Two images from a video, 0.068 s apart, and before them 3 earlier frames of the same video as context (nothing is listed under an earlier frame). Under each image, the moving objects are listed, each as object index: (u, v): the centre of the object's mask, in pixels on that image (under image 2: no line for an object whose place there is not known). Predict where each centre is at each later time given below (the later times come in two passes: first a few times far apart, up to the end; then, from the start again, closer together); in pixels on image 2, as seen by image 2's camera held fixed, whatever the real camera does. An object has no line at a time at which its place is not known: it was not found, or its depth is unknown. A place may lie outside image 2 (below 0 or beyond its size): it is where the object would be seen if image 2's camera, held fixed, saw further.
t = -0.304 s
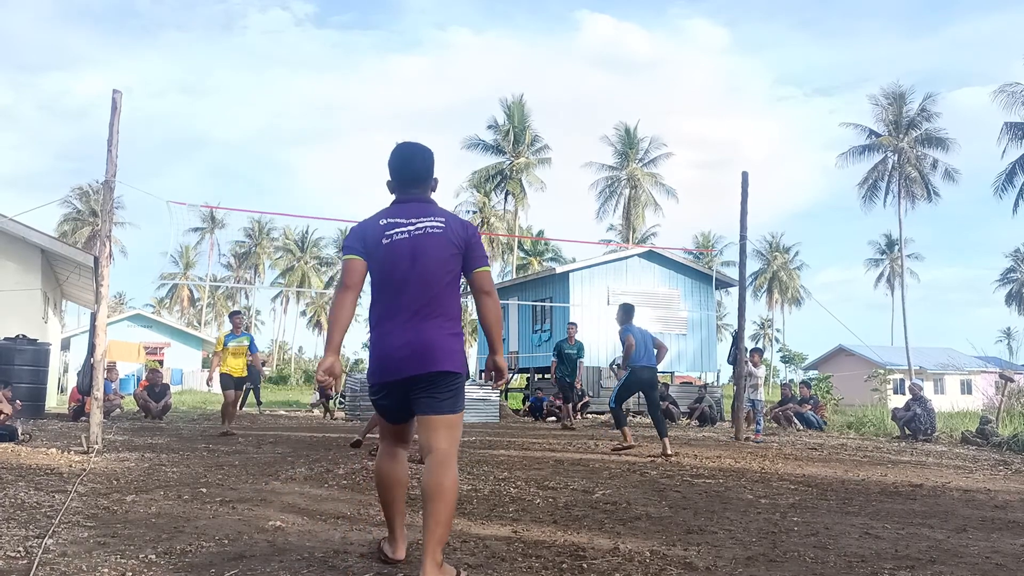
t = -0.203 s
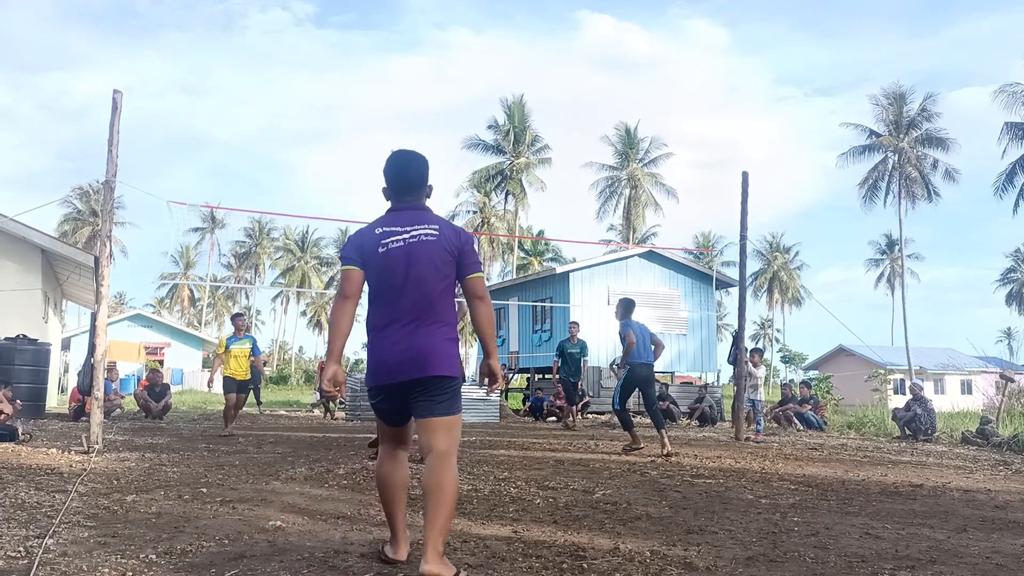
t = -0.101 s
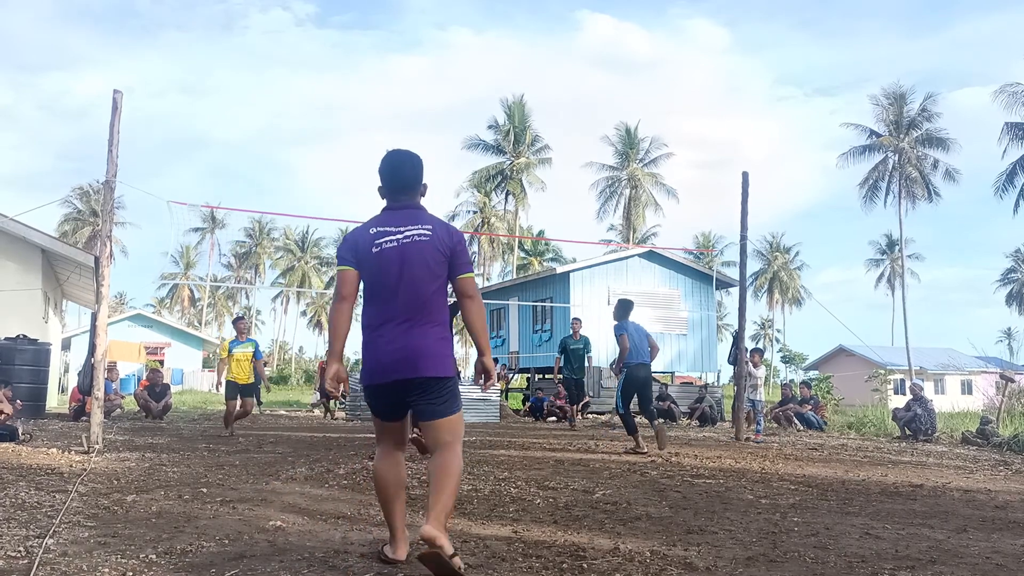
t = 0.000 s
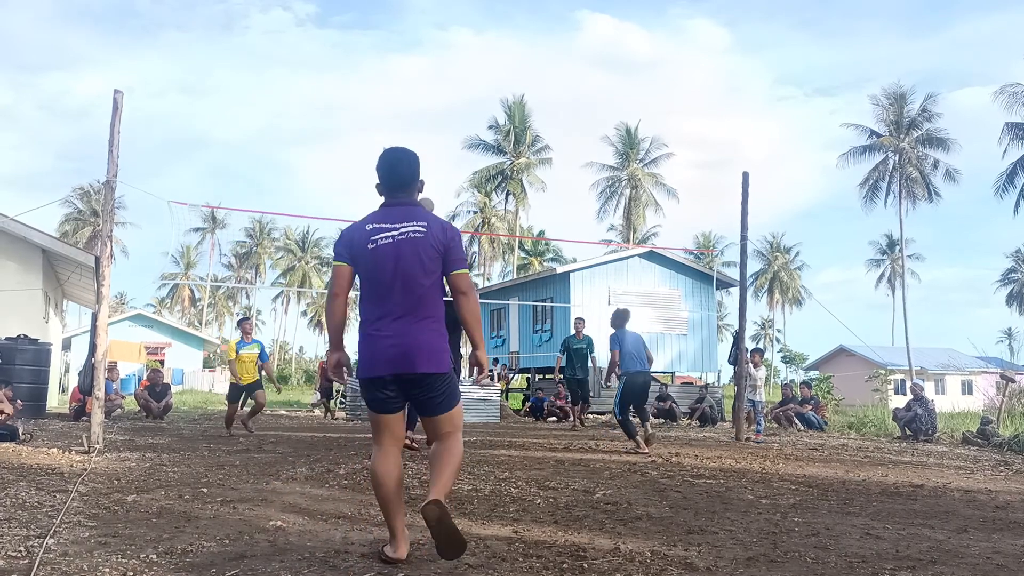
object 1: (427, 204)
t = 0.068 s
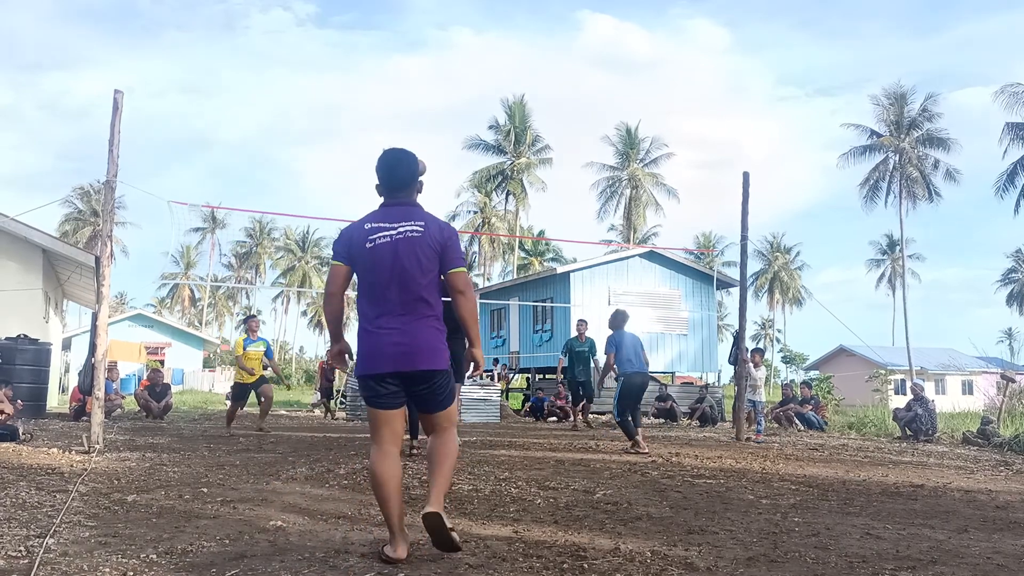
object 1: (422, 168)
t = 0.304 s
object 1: (388, 66)
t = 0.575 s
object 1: (354, 8)
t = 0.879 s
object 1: (314, 17)
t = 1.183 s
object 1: (272, 111)
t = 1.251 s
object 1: (262, 144)
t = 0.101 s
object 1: (414, 149)
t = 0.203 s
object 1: (401, 104)
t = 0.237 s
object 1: (397, 90)
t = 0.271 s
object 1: (392, 77)
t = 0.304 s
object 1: (388, 66)
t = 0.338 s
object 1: (384, 55)
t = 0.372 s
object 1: (380, 45)
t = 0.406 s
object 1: (375, 36)
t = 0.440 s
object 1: (371, 29)
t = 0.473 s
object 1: (367, 22)
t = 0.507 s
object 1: (362, 16)
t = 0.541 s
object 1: (358, 11)
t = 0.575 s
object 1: (354, 8)
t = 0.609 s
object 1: (349, 7)
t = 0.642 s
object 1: (345, 6)
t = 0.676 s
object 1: (341, 5)
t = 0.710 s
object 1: (336, 5)
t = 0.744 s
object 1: (332, 6)
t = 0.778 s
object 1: (328, 7)
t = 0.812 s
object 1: (323, 9)
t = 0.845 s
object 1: (318, 12)
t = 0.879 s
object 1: (314, 17)
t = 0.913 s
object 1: (309, 23)
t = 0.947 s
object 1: (305, 31)
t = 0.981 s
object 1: (300, 39)
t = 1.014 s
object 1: (295, 48)
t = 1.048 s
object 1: (291, 59)
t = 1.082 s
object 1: (286, 70)
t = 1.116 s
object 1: (281, 82)
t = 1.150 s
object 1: (277, 96)
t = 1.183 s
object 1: (272, 111)
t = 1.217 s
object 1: (267, 127)
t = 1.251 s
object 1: (262, 144)
